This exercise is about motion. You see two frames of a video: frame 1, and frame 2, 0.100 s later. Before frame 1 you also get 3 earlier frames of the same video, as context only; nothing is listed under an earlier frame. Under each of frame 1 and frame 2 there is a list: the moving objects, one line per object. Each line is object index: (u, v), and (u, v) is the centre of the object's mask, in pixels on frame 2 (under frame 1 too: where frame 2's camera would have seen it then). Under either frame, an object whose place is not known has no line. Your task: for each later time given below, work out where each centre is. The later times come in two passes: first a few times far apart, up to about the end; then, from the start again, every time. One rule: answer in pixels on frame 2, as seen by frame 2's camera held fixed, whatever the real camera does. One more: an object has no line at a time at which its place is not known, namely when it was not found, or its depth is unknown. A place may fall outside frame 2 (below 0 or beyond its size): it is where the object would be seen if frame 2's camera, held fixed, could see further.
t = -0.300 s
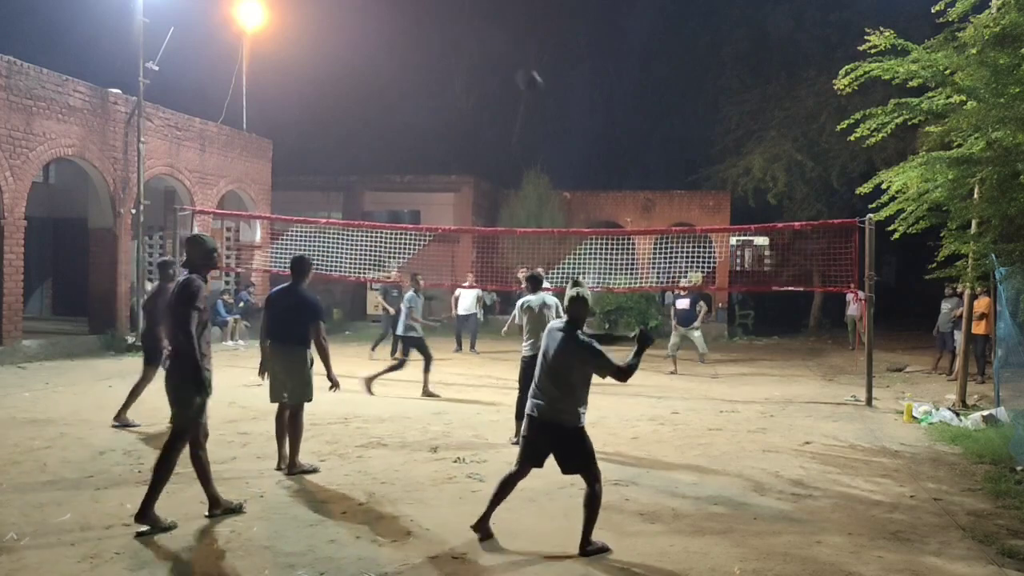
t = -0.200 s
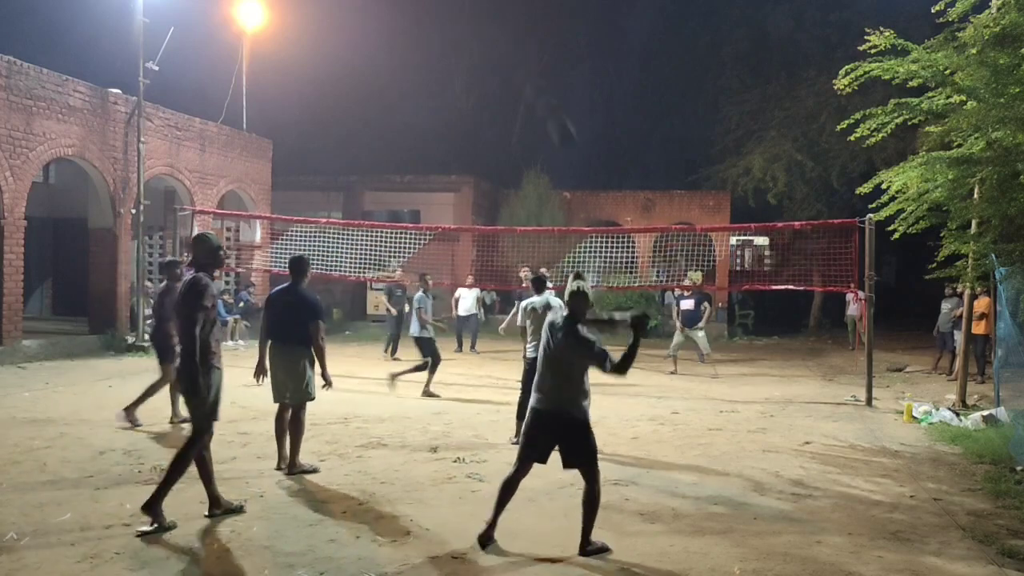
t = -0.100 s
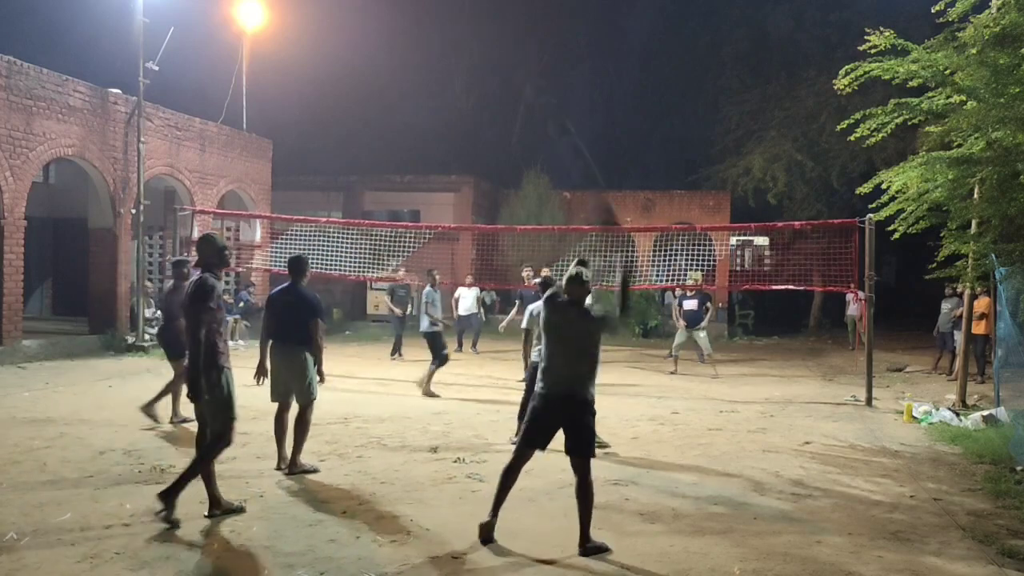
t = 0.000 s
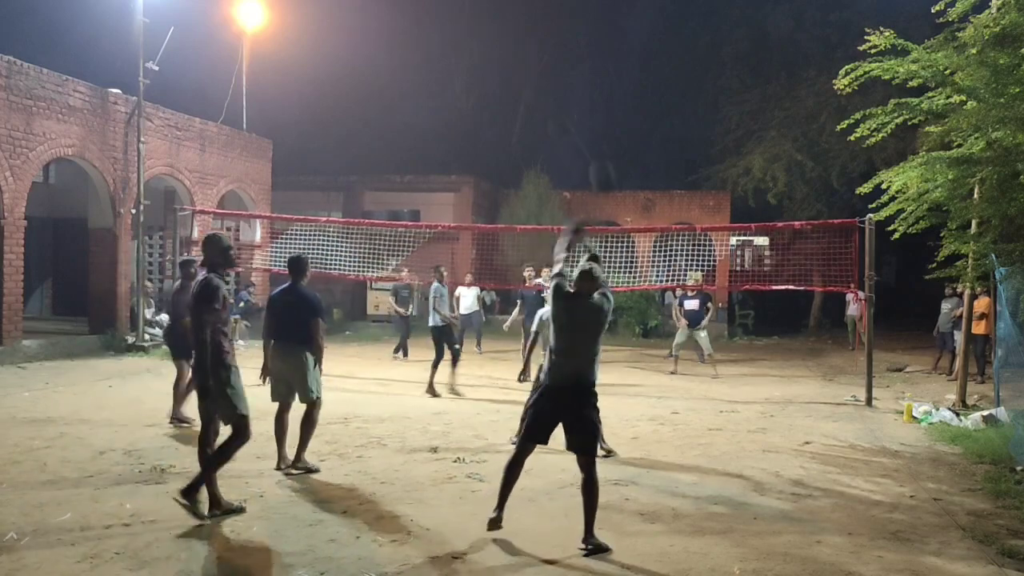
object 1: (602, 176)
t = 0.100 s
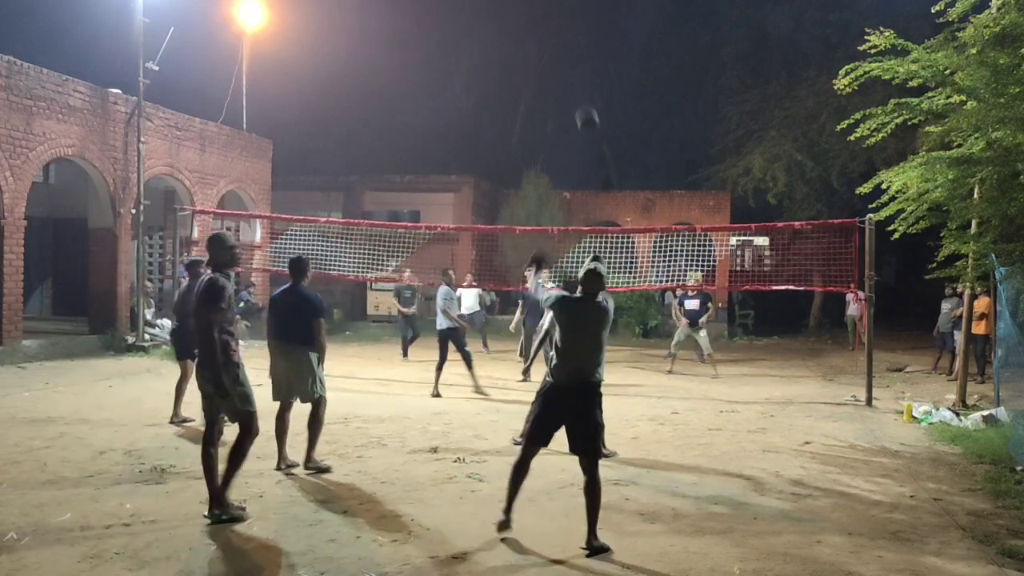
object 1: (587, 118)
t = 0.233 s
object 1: (573, 80)
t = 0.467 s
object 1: (558, 75)
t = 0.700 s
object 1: (548, 109)
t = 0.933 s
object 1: (542, 166)
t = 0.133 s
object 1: (583, 105)
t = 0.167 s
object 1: (579, 94)
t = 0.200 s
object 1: (576, 87)
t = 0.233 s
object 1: (573, 80)
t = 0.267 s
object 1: (570, 76)
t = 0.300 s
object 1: (567, 73)
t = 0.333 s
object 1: (565, 71)
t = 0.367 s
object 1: (563, 71)
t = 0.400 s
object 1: (561, 71)
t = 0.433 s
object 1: (559, 72)
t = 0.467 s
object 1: (558, 75)
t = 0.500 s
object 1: (556, 78)
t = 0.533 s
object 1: (554, 81)
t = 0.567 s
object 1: (553, 86)
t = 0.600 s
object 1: (552, 91)
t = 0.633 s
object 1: (551, 97)
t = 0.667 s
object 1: (549, 103)
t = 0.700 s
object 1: (548, 109)
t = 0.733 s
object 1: (547, 116)
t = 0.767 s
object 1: (546, 124)
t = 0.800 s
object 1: (546, 132)
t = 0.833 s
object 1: (545, 140)
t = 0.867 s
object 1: (544, 149)
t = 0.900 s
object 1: (543, 157)
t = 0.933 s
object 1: (542, 166)
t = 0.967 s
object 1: (542, 176)
